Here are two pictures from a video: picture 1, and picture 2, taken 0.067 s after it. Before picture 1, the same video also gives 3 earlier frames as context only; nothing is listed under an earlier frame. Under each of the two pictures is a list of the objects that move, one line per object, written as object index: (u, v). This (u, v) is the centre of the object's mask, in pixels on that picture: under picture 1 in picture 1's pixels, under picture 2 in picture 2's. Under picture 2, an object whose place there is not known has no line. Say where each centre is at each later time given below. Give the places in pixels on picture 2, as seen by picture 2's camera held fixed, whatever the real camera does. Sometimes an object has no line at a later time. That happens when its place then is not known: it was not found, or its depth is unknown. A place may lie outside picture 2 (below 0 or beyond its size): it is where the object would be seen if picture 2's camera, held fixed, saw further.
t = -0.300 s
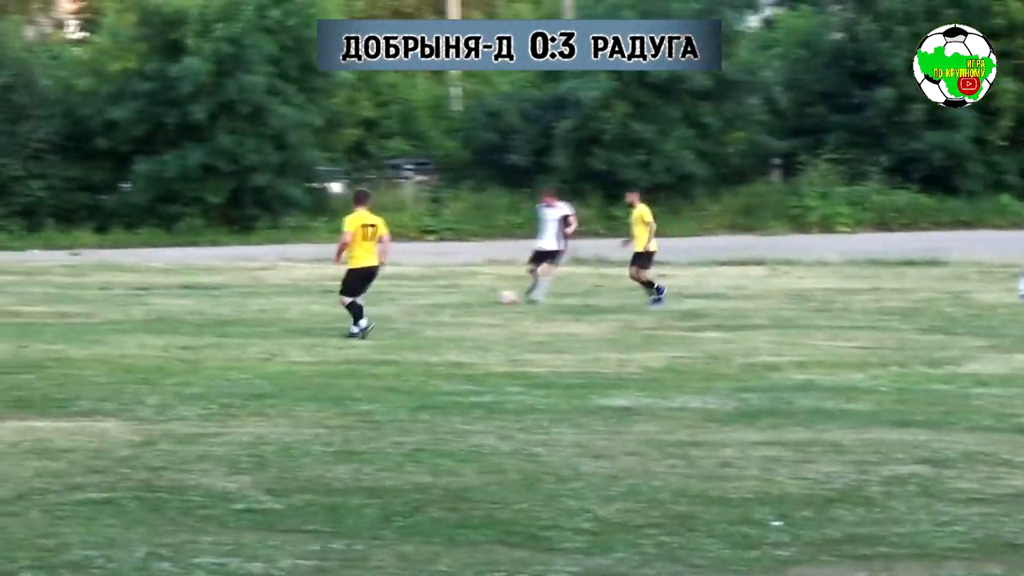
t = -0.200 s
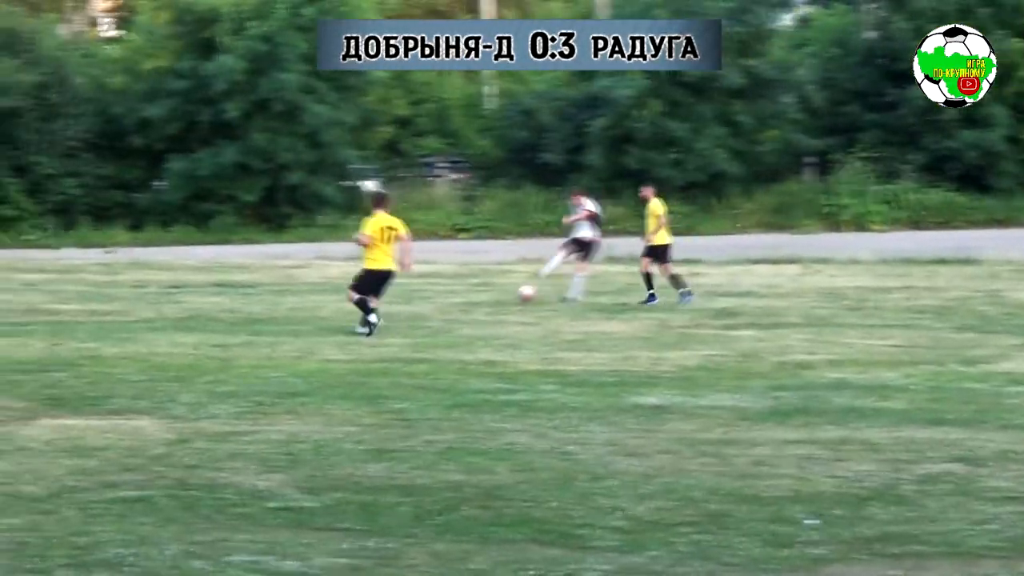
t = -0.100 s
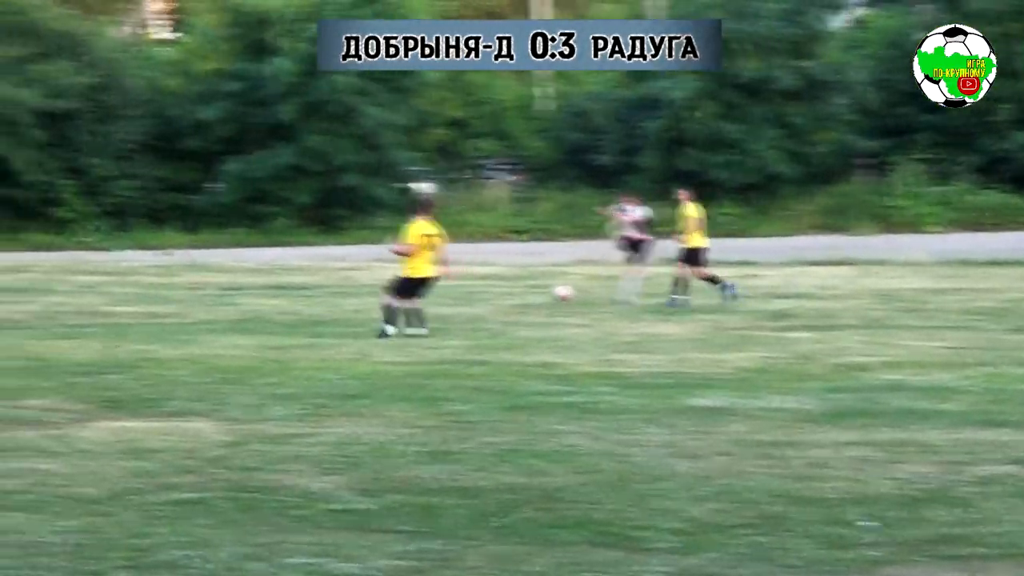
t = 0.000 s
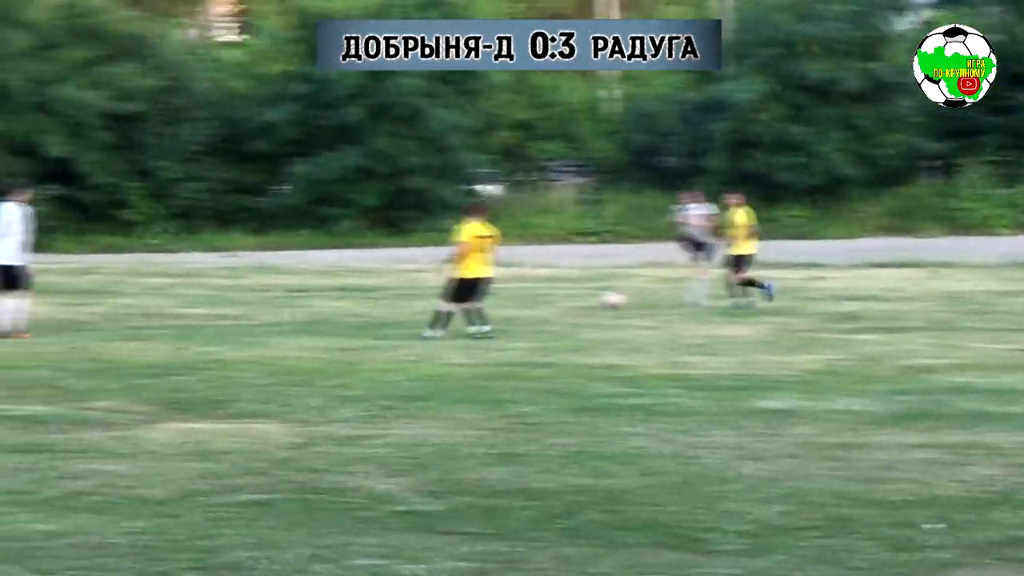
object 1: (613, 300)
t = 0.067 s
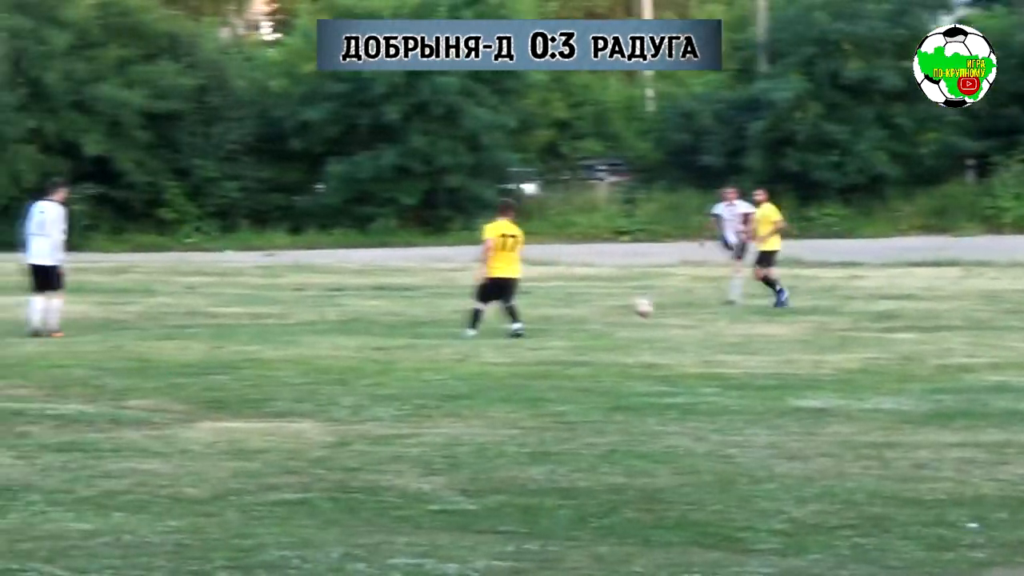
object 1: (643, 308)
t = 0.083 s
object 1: (644, 310)
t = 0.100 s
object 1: (649, 313)
